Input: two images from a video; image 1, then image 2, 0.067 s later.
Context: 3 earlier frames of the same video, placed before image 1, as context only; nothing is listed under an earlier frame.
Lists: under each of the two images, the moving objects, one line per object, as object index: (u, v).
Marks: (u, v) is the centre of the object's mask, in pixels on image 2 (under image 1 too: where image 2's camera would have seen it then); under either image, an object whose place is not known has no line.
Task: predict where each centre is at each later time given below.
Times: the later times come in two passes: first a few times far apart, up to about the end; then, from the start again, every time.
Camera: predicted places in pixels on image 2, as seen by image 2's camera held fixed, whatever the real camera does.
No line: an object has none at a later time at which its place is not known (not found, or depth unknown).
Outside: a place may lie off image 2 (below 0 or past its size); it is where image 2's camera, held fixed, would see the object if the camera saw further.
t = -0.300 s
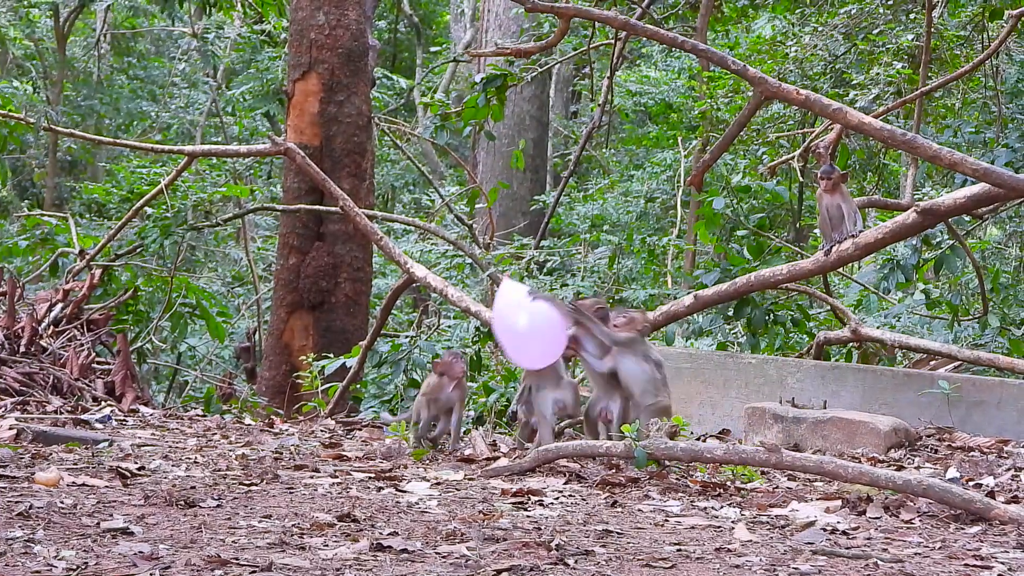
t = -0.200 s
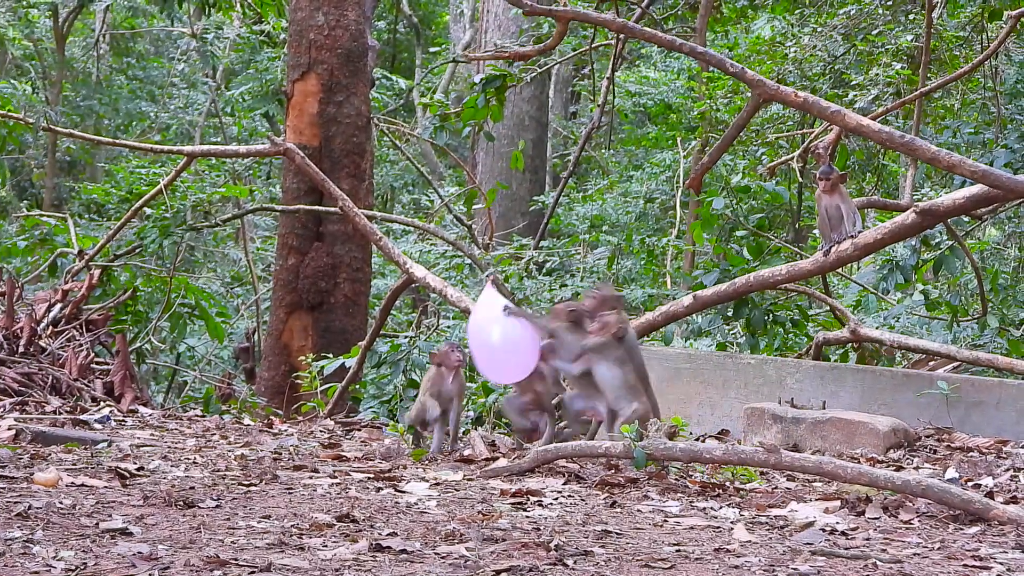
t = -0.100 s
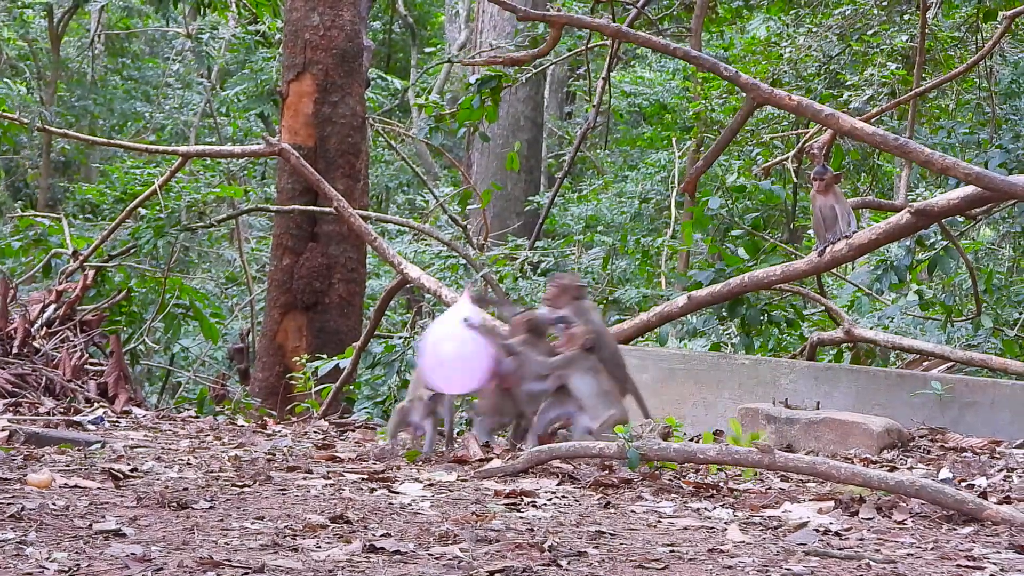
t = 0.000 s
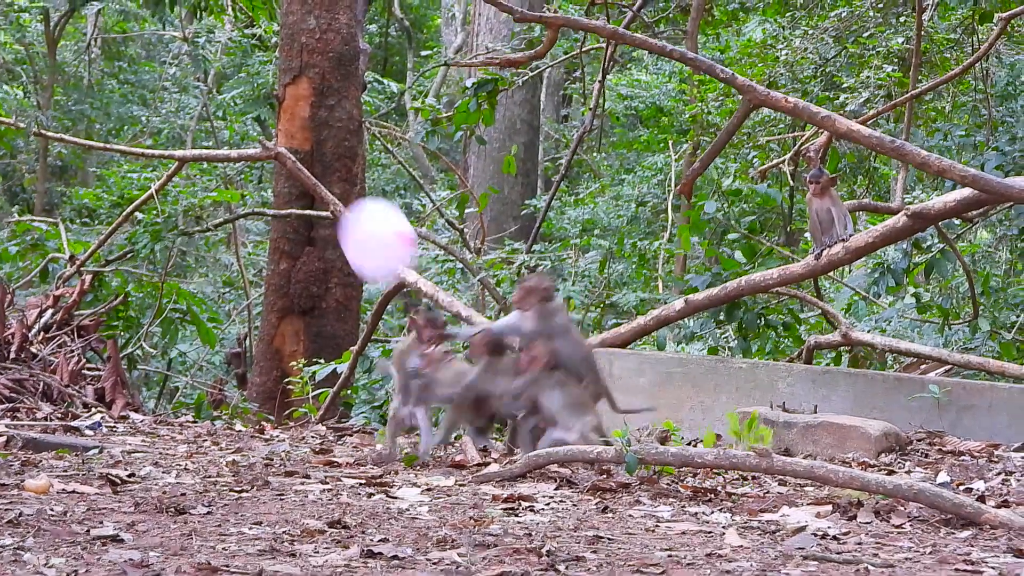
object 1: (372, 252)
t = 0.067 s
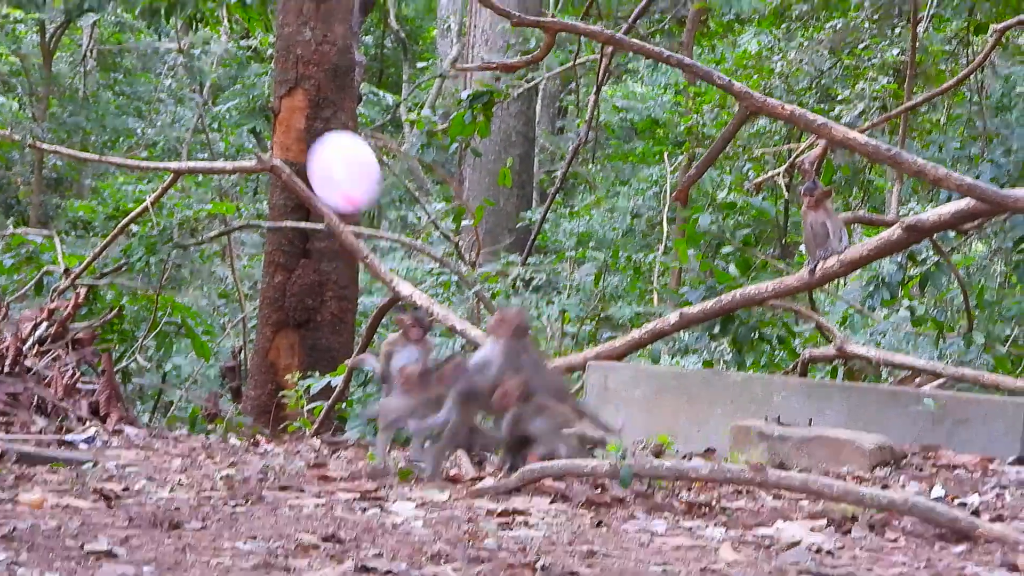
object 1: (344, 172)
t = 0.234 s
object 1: (335, 65)
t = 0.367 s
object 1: (338, 32)
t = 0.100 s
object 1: (337, 140)
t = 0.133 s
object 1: (334, 114)
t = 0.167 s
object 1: (333, 94)
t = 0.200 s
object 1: (334, 78)
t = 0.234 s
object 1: (335, 65)
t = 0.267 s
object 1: (336, 54)
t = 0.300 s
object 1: (337, 45)
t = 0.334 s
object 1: (338, 38)
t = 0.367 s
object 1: (338, 32)
